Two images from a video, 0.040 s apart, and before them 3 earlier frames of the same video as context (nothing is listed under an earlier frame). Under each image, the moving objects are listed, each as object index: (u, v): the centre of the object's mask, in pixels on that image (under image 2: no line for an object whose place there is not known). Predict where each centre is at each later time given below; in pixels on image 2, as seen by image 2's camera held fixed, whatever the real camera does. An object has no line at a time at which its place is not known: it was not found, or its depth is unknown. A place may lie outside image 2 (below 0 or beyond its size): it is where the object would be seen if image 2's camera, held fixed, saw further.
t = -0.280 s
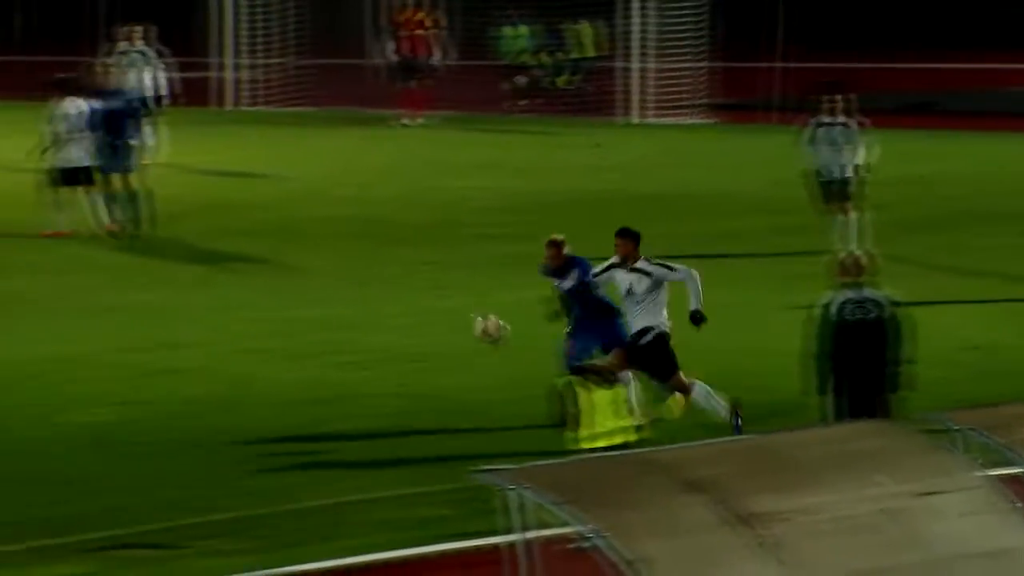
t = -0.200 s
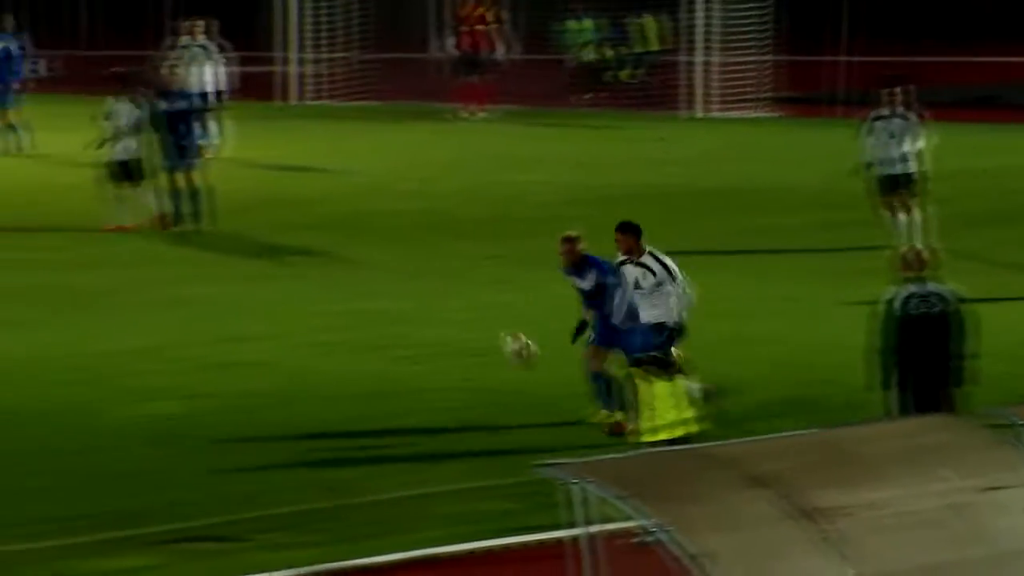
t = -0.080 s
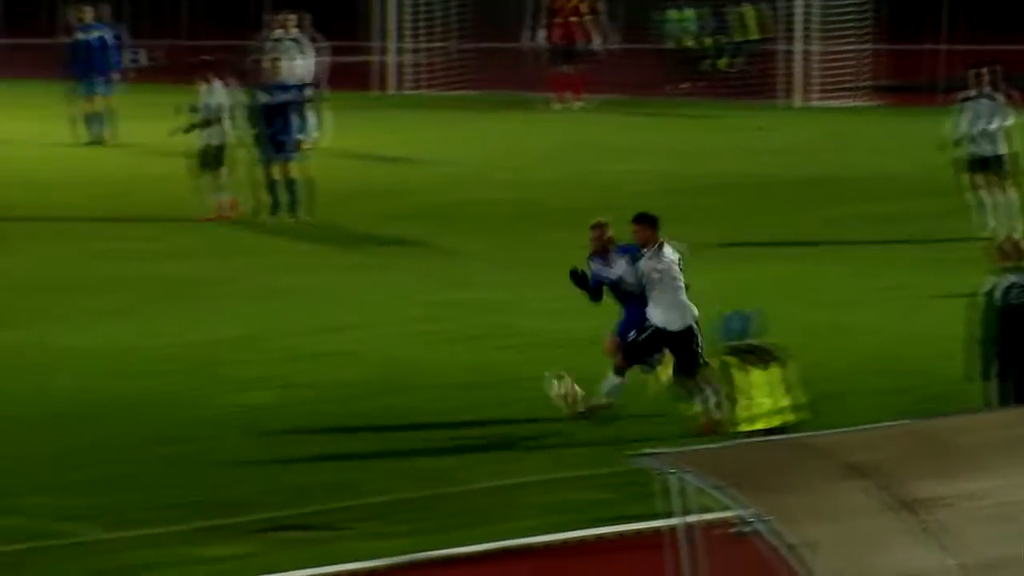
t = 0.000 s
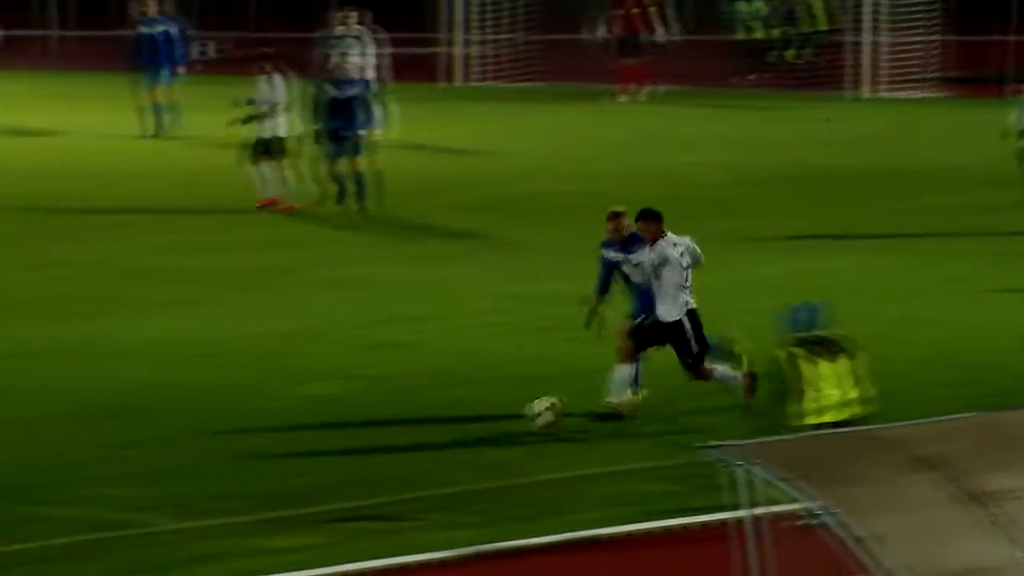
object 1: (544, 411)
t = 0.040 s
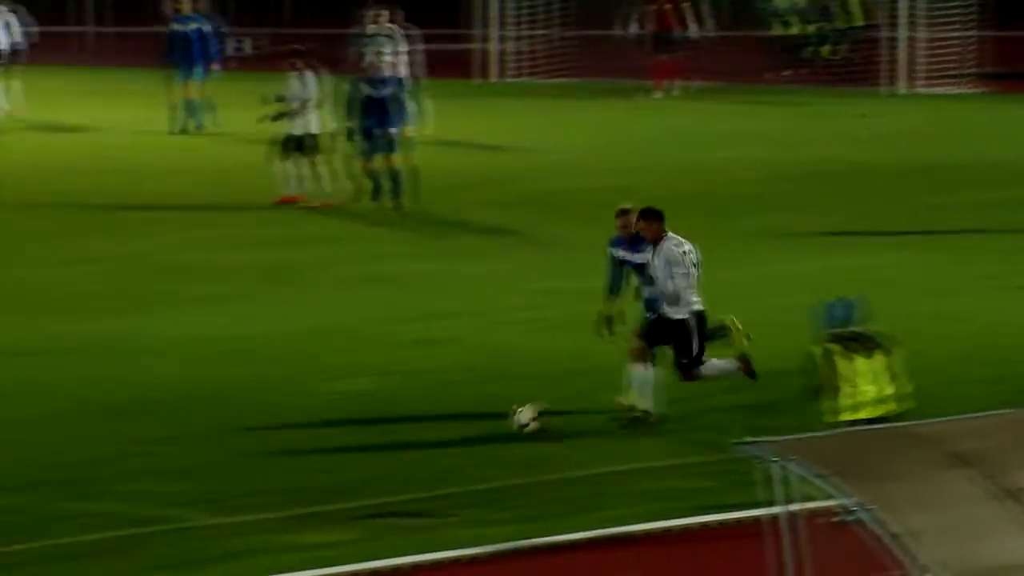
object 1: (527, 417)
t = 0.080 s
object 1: (481, 416)
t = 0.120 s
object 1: (435, 416)
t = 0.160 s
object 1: (388, 417)
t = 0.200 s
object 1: (344, 421)
